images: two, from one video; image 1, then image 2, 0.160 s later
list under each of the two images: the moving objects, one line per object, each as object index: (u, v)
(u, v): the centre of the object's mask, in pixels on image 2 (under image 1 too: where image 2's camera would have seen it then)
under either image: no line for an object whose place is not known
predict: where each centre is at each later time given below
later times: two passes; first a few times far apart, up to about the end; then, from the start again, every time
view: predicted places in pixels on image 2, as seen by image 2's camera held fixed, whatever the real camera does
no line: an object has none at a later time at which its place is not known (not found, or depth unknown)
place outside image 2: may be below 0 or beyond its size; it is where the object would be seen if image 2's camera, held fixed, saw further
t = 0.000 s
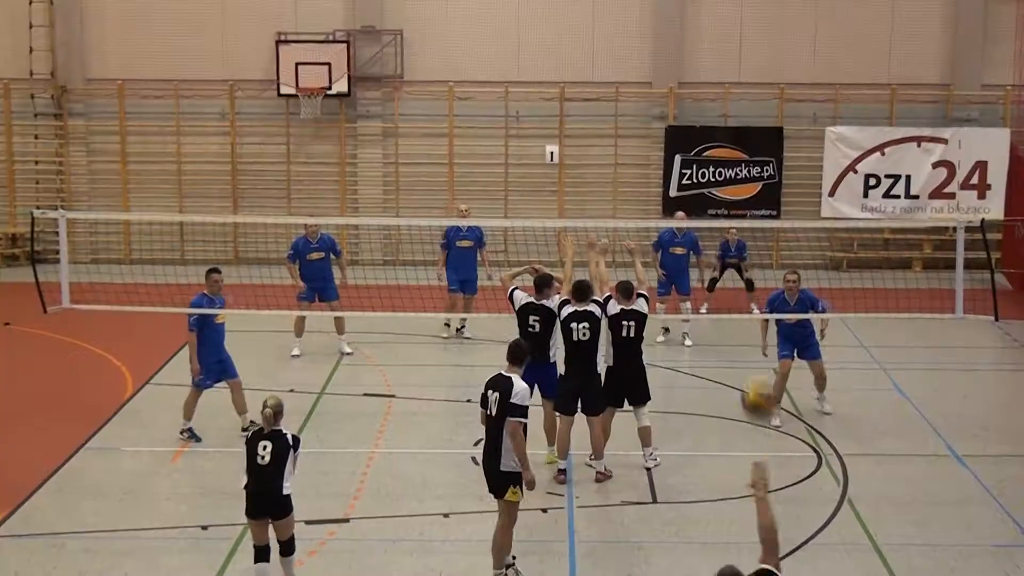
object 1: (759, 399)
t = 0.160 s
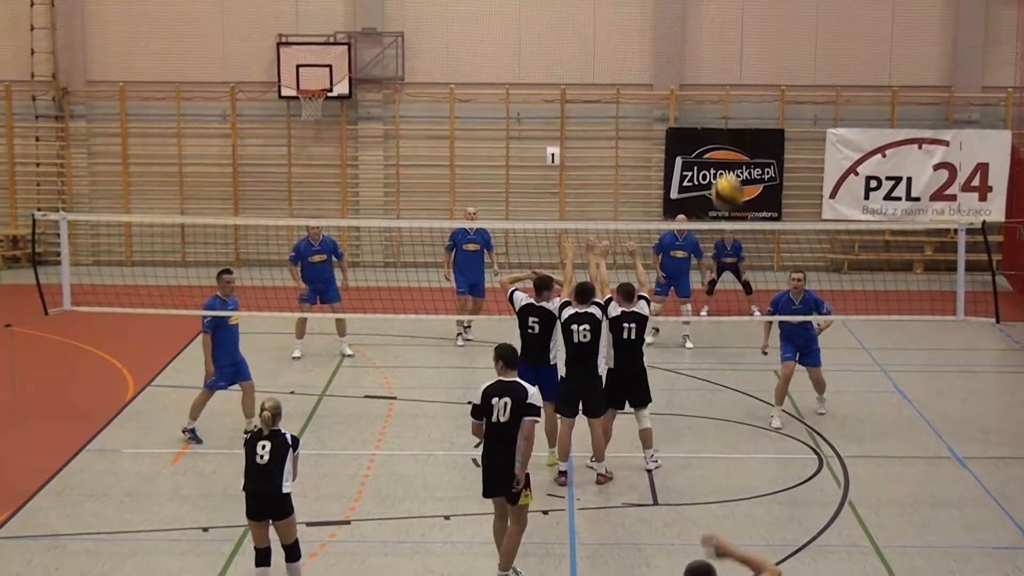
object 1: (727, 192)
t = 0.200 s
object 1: (722, 155)
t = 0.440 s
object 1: (704, 27)
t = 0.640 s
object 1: (683, 5)
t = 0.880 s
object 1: (660, 31)
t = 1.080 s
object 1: (643, 87)
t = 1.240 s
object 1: (628, 146)
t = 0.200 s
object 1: (722, 155)
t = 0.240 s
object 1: (718, 124)
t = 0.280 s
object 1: (715, 95)
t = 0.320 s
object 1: (713, 73)
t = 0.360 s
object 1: (710, 54)
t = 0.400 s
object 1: (708, 39)
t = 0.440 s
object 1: (704, 27)
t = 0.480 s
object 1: (701, 17)
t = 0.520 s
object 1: (697, 10)
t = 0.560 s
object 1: (693, 7)
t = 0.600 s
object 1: (687, 5)
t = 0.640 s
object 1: (683, 5)
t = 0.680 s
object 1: (679, 5)
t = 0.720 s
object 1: (675, 6)
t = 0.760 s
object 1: (670, 10)
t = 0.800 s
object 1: (667, 16)
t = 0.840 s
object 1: (663, 23)
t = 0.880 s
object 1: (660, 31)
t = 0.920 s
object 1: (657, 40)
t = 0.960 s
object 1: (654, 51)
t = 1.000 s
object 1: (651, 62)
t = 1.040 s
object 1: (646, 74)
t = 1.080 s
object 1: (643, 87)
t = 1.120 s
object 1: (639, 101)
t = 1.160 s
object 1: (636, 115)
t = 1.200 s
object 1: (633, 130)
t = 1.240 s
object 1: (628, 146)
